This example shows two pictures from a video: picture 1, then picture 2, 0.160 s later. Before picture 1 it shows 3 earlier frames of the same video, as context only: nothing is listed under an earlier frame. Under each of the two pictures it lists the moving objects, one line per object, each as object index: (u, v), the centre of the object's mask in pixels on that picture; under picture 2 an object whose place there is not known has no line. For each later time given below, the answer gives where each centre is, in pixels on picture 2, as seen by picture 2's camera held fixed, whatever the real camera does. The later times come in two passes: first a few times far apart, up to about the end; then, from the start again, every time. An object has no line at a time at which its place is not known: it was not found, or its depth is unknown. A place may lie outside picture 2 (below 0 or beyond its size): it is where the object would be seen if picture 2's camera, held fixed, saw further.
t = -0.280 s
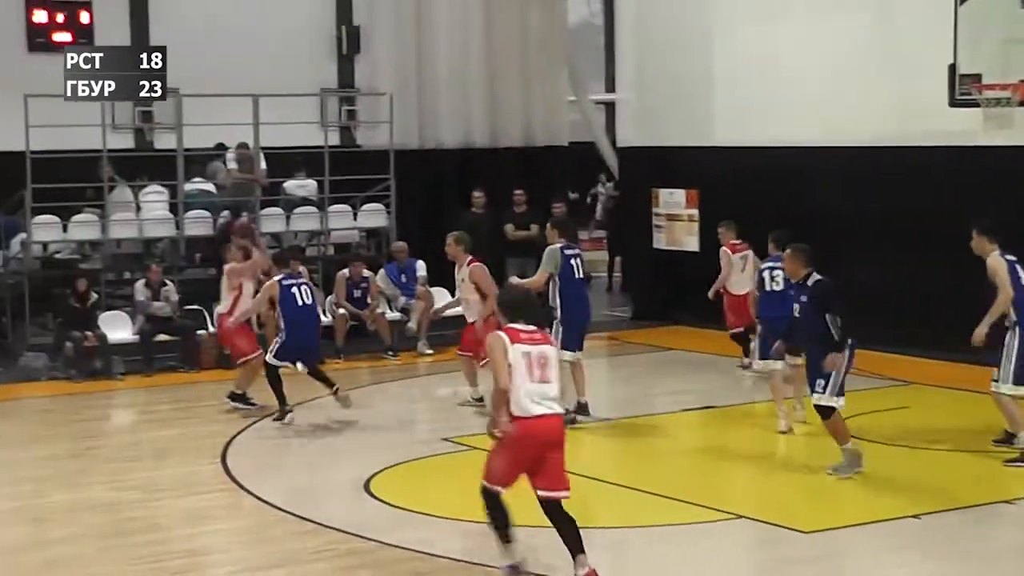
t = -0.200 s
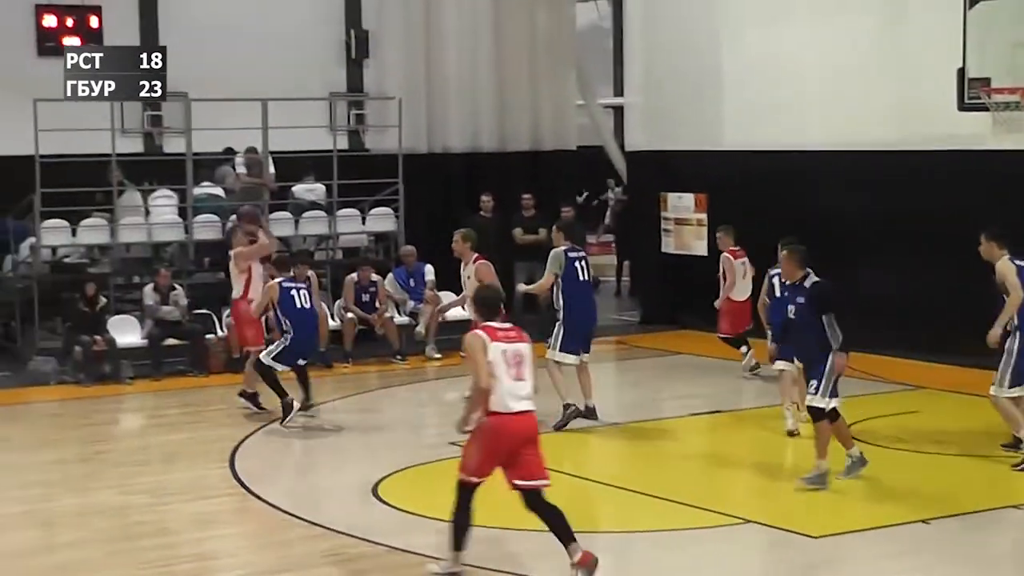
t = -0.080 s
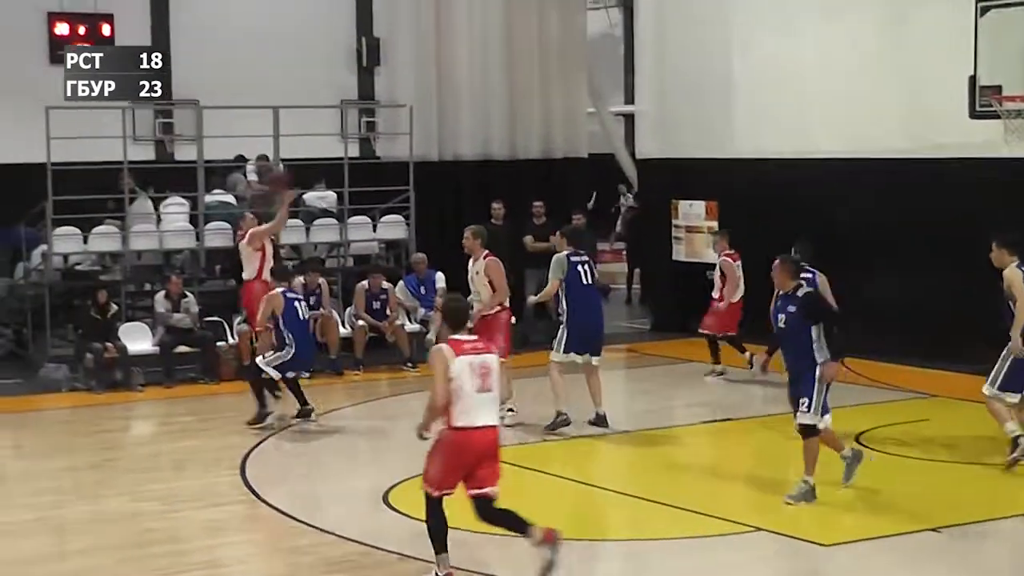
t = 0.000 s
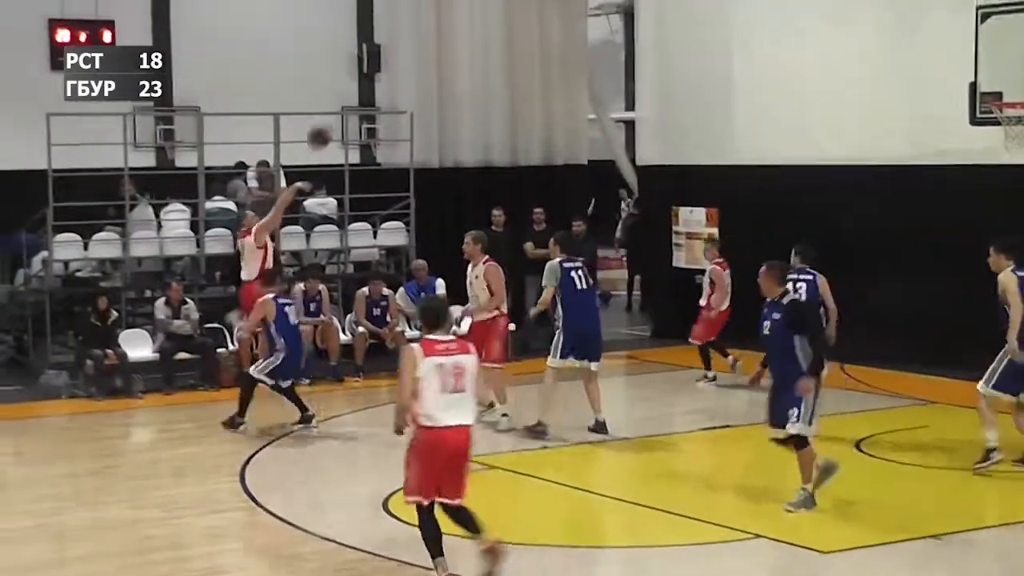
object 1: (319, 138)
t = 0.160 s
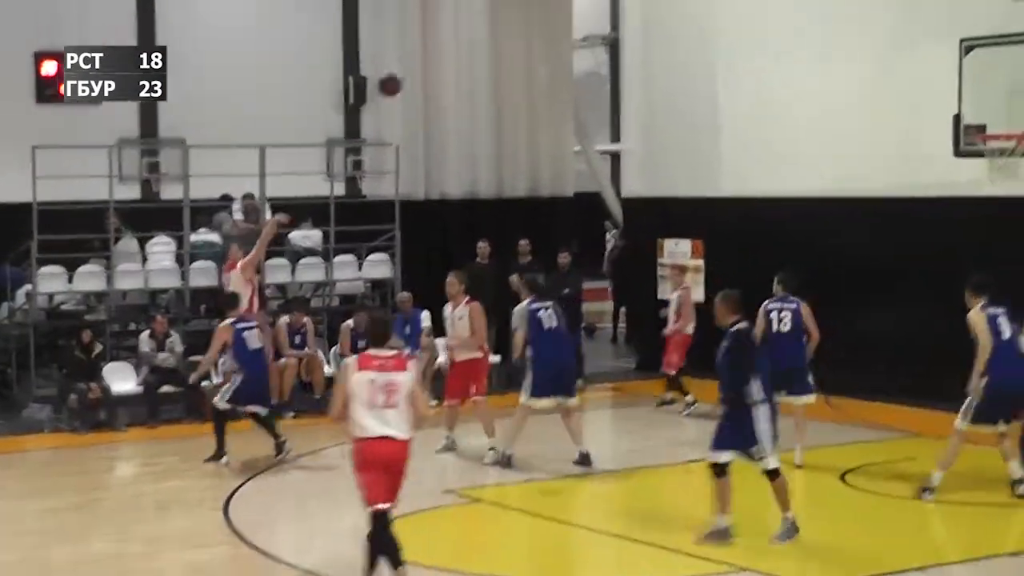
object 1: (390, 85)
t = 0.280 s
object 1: (454, 37)
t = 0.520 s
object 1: (588, -19)
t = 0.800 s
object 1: (751, -10)
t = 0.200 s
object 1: (411, 67)
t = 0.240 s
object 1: (432, 51)
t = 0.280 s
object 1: (454, 37)
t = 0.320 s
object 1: (476, 23)
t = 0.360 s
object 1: (498, 12)
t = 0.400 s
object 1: (521, 2)
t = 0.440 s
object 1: (543, -7)
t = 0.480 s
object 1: (565, -13)
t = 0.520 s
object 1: (588, -19)
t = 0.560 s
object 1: (611, -23)
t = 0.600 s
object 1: (634, -25)
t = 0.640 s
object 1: (657, -25)
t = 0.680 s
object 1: (681, -24)
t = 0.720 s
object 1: (704, -21)
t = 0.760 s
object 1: (728, -17)
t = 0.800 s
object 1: (751, -10)
